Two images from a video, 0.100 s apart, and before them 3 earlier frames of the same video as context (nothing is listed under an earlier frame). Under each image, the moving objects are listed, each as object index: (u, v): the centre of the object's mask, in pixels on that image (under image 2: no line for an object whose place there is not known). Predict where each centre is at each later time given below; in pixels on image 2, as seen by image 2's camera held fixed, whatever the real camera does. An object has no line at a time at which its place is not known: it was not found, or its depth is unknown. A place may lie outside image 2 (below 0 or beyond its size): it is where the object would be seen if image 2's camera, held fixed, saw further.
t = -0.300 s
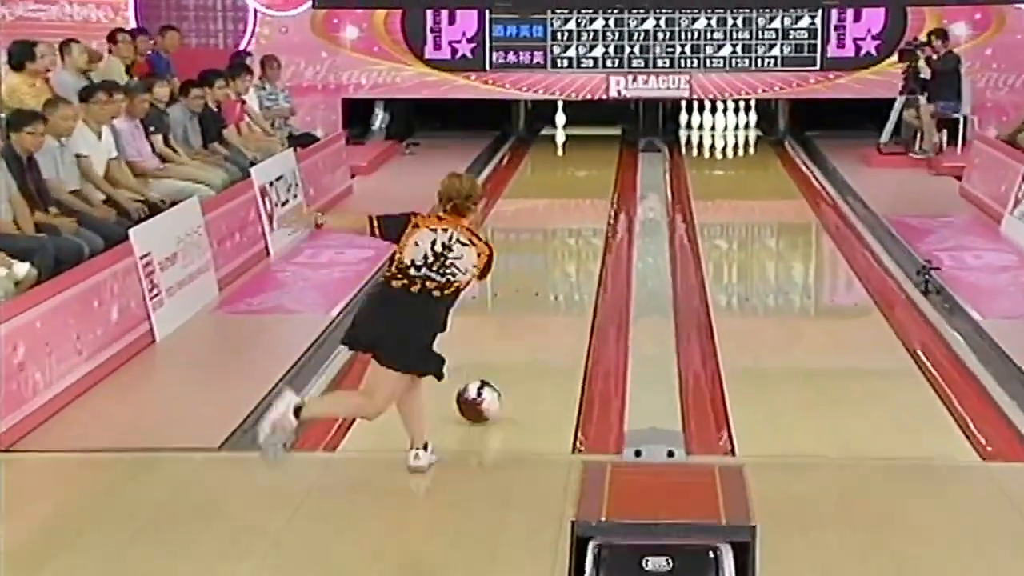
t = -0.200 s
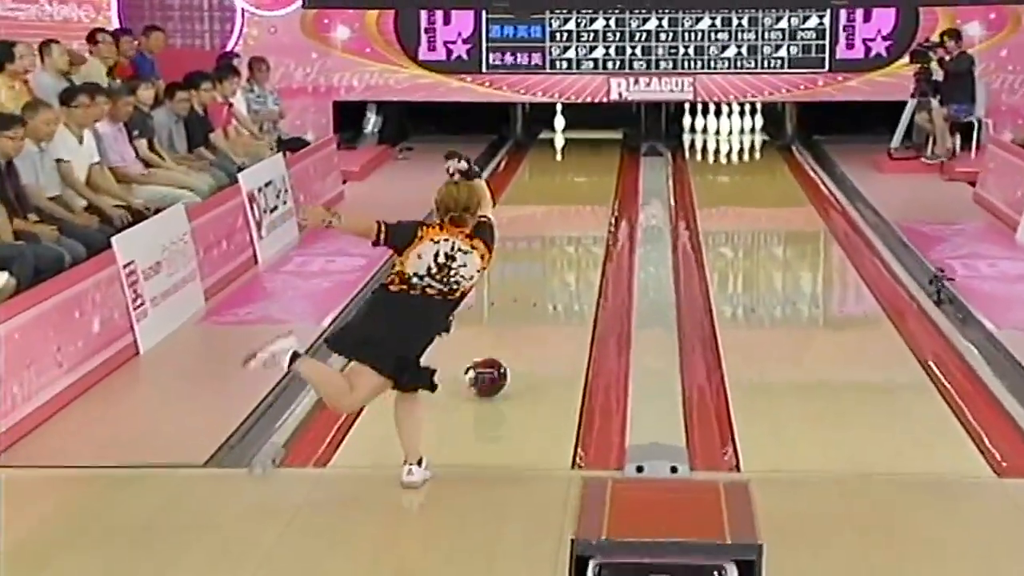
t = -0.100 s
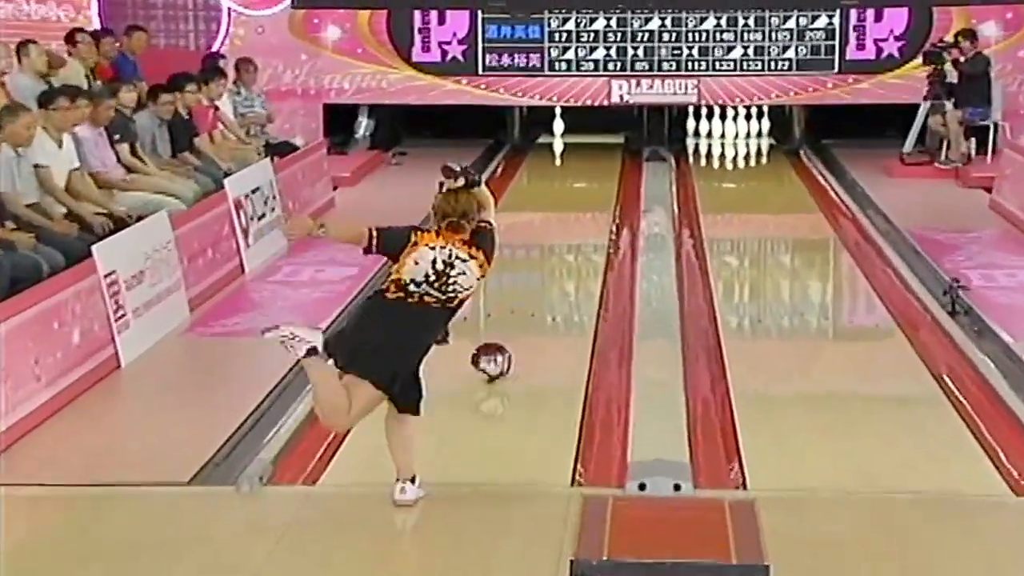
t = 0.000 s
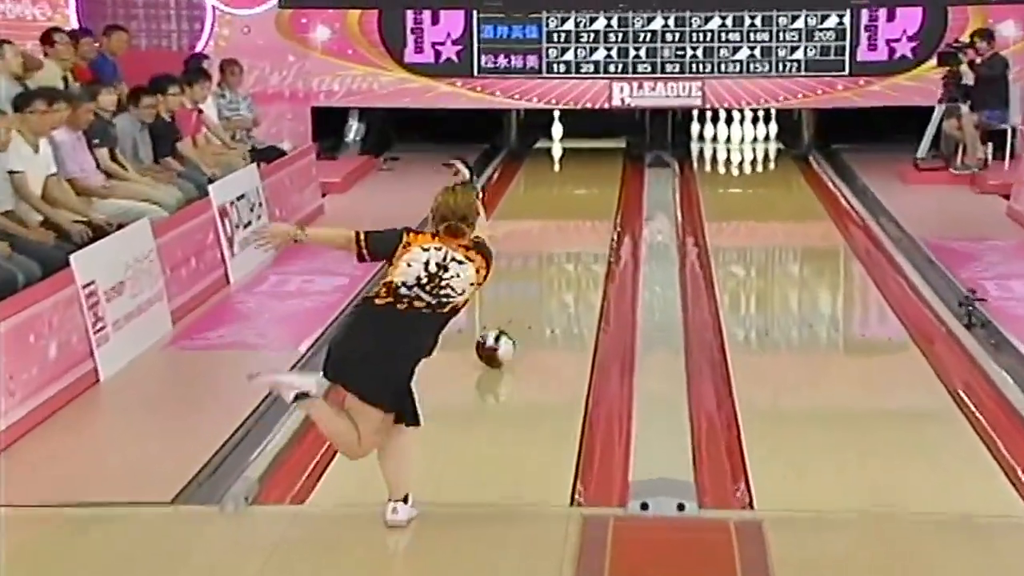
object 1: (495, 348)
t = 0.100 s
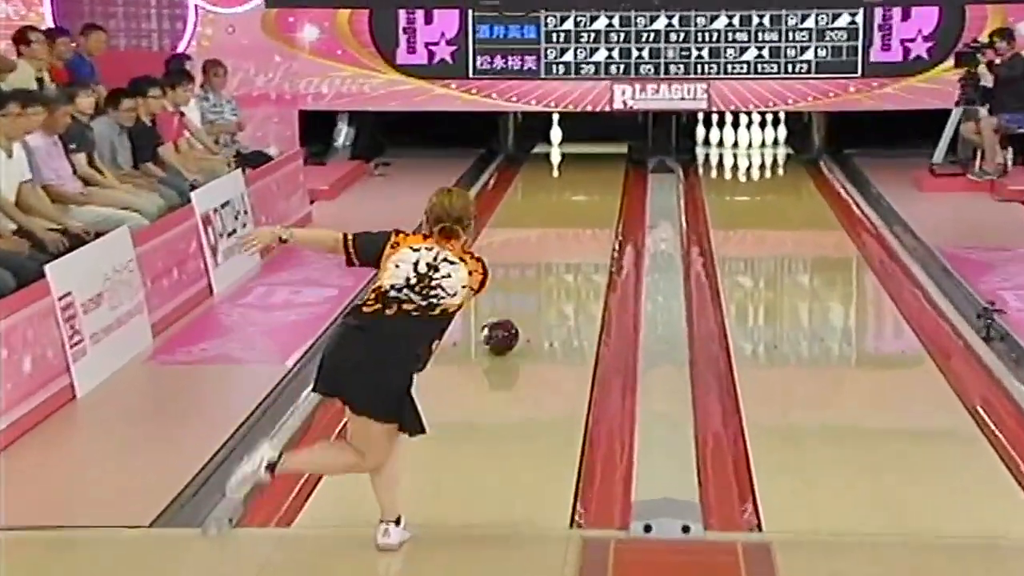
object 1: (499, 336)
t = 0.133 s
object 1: (502, 328)
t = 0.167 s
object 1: (504, 321)
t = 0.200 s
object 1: (506, 312)
